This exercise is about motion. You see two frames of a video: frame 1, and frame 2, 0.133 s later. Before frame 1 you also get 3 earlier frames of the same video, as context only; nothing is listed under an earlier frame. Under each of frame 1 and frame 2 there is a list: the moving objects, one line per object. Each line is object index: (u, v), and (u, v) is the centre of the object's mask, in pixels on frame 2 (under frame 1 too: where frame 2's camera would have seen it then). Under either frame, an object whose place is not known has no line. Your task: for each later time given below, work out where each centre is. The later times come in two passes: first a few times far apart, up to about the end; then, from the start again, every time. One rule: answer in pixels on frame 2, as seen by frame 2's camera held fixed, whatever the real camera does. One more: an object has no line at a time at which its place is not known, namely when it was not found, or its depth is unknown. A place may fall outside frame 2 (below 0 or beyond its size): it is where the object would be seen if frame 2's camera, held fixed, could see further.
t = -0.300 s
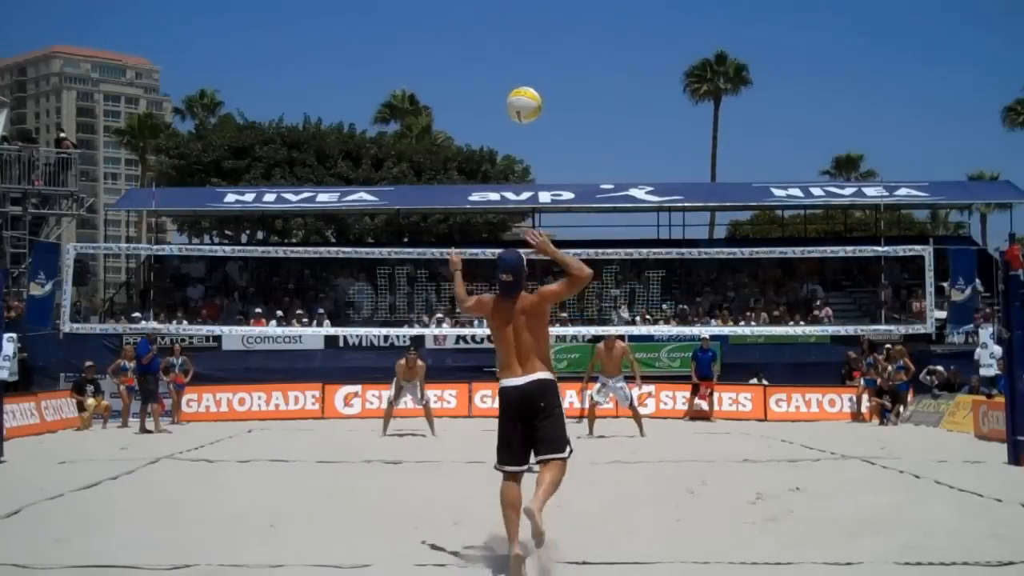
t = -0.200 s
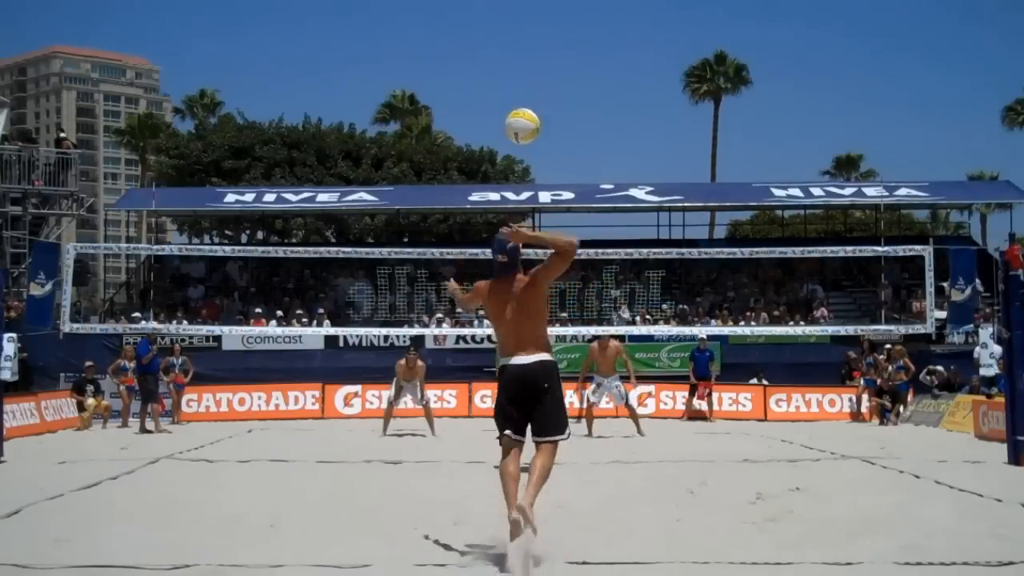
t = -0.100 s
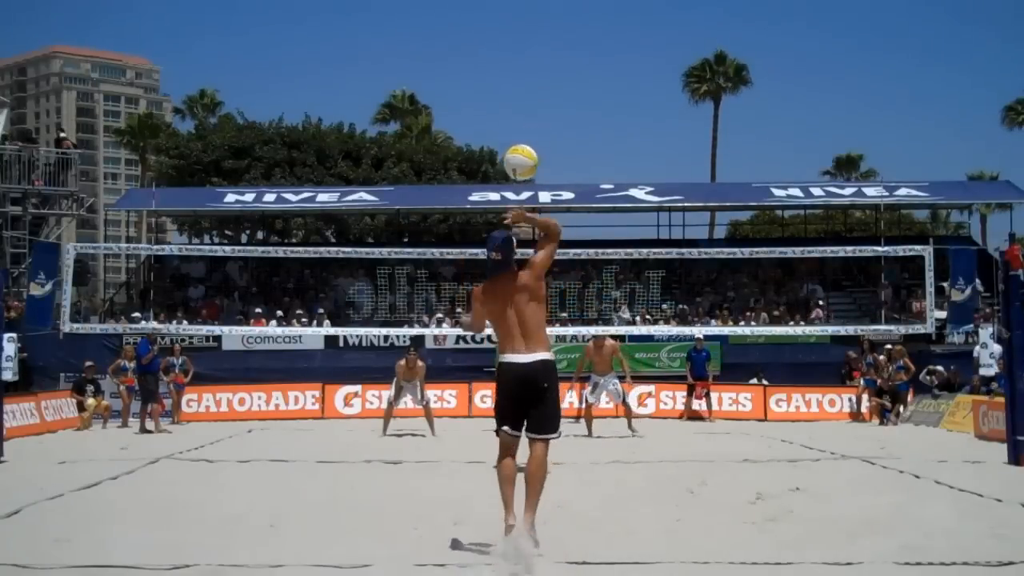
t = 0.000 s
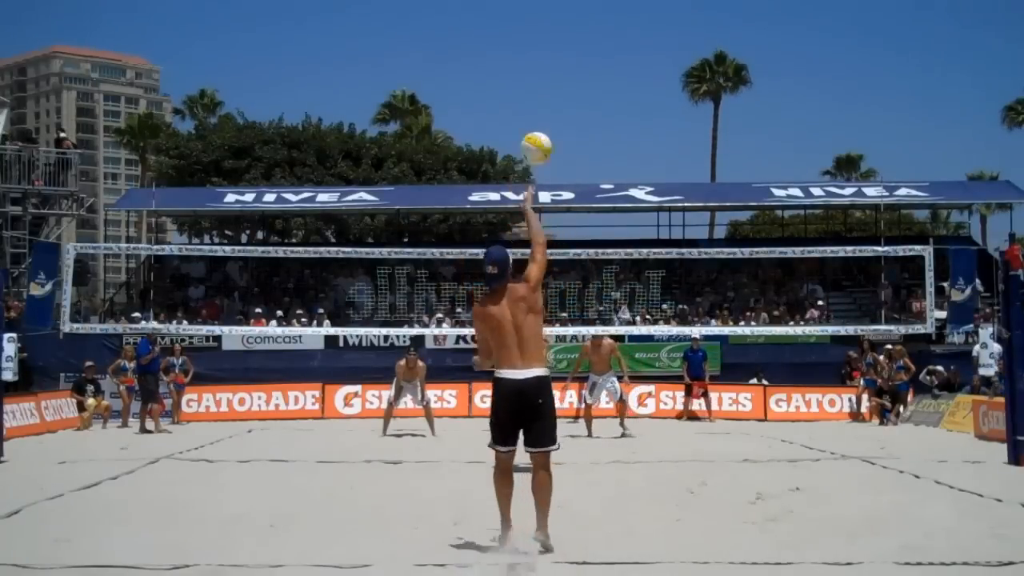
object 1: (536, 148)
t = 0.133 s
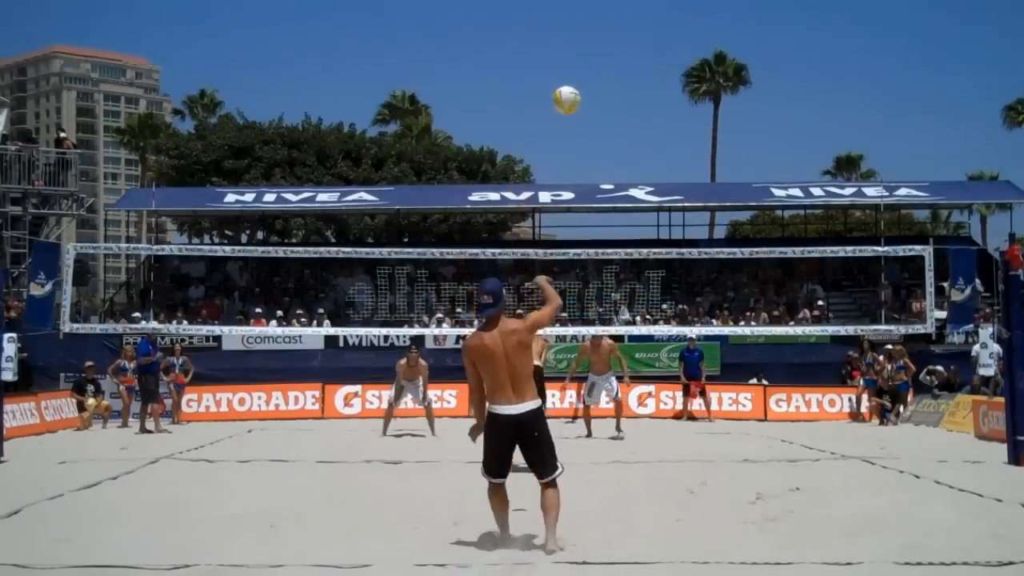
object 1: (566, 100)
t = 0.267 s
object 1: (592, 80)
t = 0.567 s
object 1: (632, 107)
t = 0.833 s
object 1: (653, 182)
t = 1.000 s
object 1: (660, 243)
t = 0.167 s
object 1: (573, 93)
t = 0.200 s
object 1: (580, 87)
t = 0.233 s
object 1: (586, 83)
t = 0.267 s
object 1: (592, 80)
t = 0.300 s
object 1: (597, 79)
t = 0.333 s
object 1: (603, 79)
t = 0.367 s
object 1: (608, 80)
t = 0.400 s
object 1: (613, 83)
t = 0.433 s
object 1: (618, 86)
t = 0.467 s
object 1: (622, 90)
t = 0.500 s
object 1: (625, 95)
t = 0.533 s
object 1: (629, 101)
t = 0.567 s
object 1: (632, 107)
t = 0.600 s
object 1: (636, 115)
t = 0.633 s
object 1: (639, 123)
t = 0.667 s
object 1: (641, 131)
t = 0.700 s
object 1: (644, 140)
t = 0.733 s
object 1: (647, 150)
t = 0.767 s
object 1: (649, 160)
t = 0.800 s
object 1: (651, 171)
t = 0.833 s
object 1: (653, 182)
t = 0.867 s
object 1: (654, 194)
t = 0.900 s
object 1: (656, 207)
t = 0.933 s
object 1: (658, 218)
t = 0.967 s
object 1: (659, 231)
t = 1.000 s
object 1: (660, 243)
